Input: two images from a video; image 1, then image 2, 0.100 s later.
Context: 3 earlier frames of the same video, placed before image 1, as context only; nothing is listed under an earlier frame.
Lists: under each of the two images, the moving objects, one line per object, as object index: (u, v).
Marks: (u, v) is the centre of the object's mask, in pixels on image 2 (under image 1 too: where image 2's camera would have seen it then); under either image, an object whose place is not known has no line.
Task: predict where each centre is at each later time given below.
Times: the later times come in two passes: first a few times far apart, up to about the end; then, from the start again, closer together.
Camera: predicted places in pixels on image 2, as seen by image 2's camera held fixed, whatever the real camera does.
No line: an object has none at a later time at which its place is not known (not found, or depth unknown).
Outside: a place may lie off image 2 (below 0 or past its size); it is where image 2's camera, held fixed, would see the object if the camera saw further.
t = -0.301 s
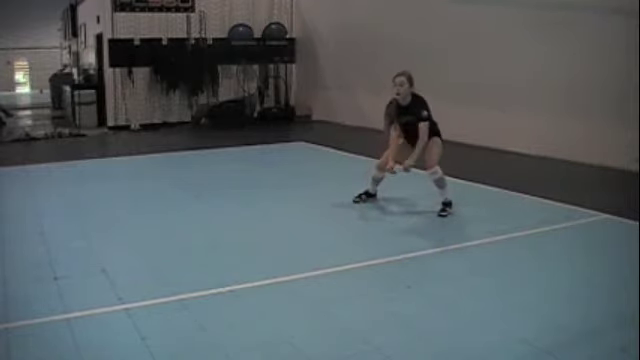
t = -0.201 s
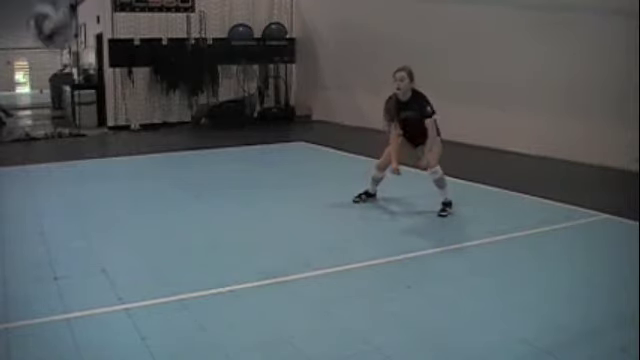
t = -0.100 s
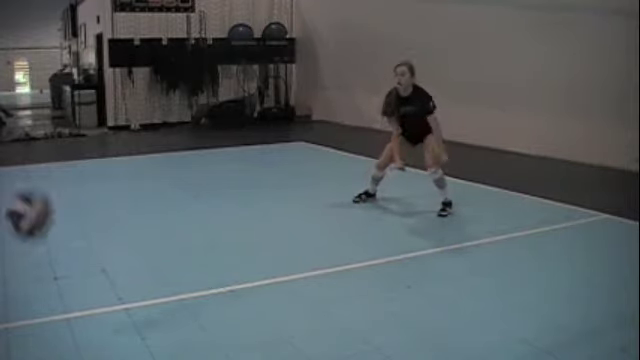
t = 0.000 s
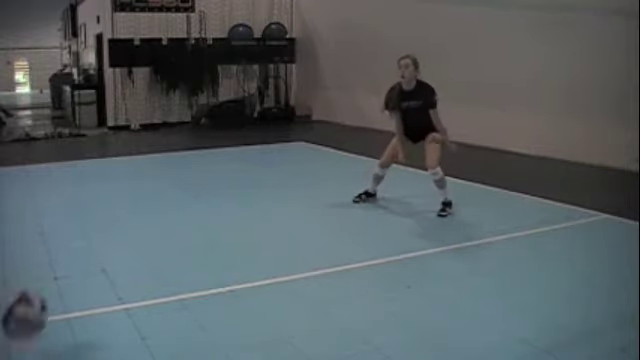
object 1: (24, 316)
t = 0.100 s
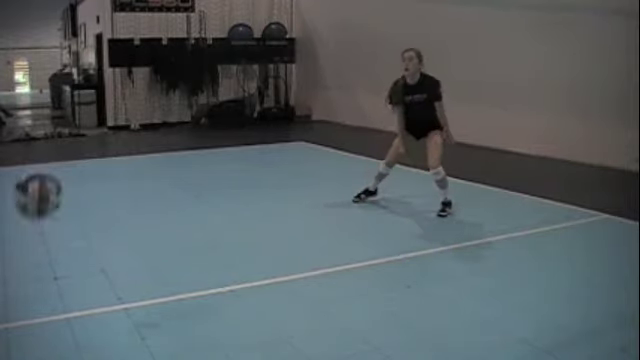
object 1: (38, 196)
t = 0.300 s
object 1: (77, 26)
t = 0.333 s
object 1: (86, 14)
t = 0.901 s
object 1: (205, 78)
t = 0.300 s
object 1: (77, 26)
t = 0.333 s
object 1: (86, 14)
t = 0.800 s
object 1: (186, 22)
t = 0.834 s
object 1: (192, 40)
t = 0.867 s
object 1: (199, 59)
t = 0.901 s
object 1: (205, 78)
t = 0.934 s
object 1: (211, 101)
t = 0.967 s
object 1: (218, 122)
